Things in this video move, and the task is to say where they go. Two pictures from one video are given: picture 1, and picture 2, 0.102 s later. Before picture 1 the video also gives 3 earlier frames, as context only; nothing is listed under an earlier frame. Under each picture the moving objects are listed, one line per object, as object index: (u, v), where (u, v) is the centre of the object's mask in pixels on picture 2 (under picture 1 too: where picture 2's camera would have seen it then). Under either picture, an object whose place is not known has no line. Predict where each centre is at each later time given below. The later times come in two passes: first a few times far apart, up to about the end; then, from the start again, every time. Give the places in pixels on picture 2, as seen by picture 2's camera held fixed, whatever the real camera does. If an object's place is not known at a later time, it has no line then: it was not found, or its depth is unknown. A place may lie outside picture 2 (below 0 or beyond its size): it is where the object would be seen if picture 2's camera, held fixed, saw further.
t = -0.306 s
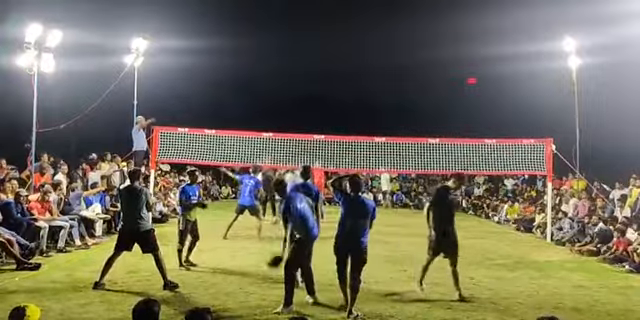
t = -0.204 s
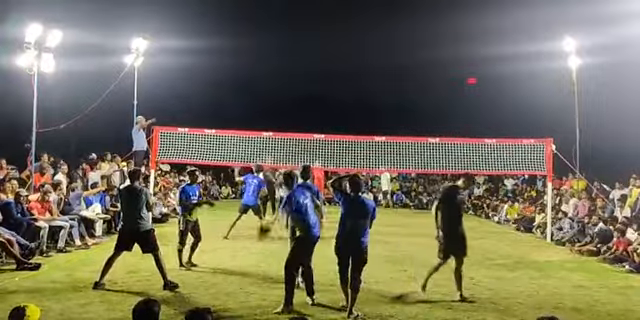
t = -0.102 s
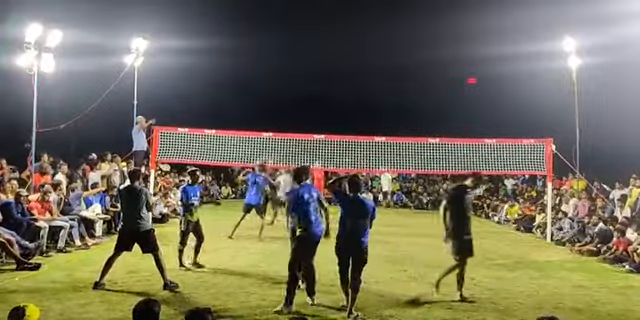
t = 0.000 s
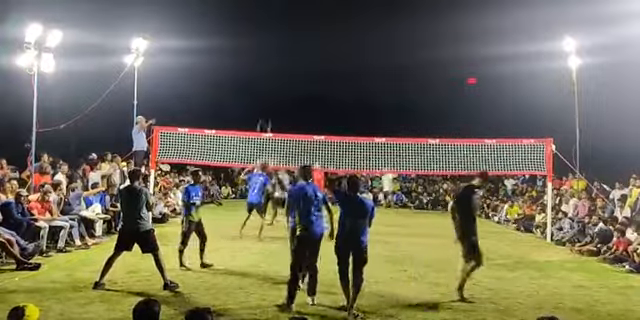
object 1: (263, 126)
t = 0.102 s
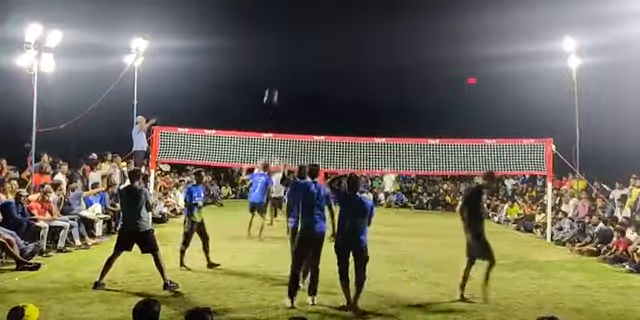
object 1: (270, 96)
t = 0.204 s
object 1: (276, 73)
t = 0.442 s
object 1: (285, 52)
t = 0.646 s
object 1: (290, 60)
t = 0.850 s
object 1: (293, 86)
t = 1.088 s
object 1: (297, 128)
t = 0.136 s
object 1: (272, 87)
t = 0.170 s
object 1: (274, 80)
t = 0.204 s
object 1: (276, 73)
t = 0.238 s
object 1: (278, 67)
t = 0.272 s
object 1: (279, 62)
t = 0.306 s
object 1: (281, 58)
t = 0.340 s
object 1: (282, 56)
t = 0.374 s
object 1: (283, 54)
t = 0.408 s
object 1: (284, 53)
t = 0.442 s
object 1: (285, 52)
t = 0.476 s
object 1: (286, 52)
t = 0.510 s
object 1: (287, 53)
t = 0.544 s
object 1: (288, 54)
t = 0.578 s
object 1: (289, 56)
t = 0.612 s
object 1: (289, 58)
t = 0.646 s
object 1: (290, 60)
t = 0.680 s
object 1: (291, 64)
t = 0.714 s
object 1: (292, 68)
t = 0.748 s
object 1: (292, 71)
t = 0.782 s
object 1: (293, 76)
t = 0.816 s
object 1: (293, 81)
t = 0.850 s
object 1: (293, 86)
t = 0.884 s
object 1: (293, 91)
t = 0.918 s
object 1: (294, 97)
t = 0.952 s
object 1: (294, 103)
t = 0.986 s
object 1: (295, 109)
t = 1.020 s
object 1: (296, 116)
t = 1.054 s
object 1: (296, 122)
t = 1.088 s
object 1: (297, 128)
